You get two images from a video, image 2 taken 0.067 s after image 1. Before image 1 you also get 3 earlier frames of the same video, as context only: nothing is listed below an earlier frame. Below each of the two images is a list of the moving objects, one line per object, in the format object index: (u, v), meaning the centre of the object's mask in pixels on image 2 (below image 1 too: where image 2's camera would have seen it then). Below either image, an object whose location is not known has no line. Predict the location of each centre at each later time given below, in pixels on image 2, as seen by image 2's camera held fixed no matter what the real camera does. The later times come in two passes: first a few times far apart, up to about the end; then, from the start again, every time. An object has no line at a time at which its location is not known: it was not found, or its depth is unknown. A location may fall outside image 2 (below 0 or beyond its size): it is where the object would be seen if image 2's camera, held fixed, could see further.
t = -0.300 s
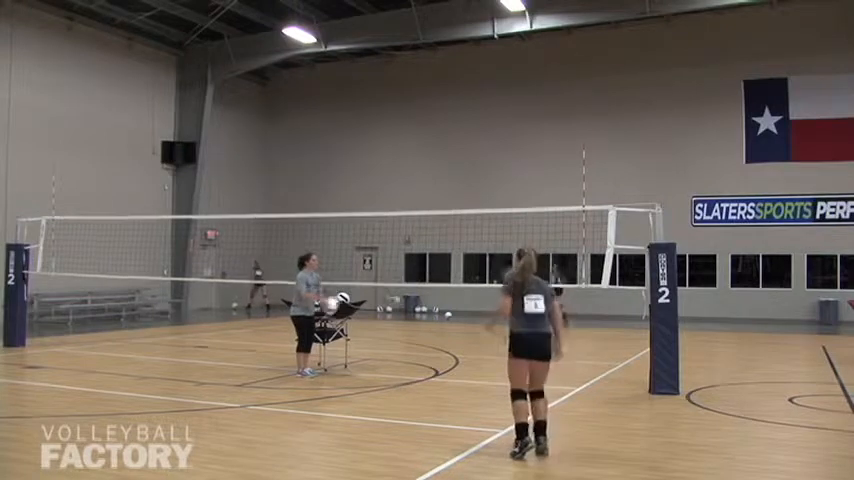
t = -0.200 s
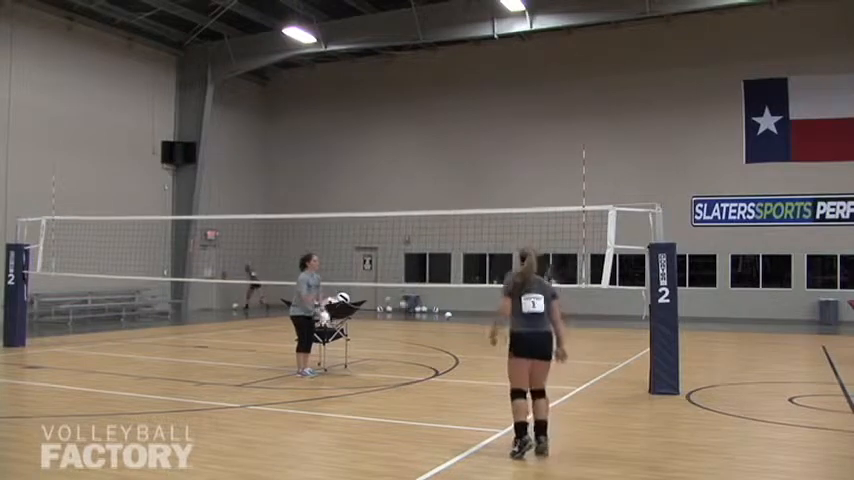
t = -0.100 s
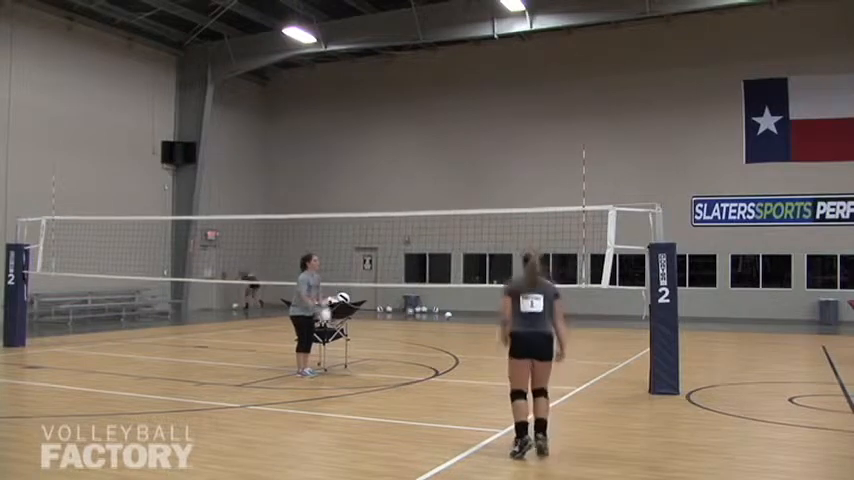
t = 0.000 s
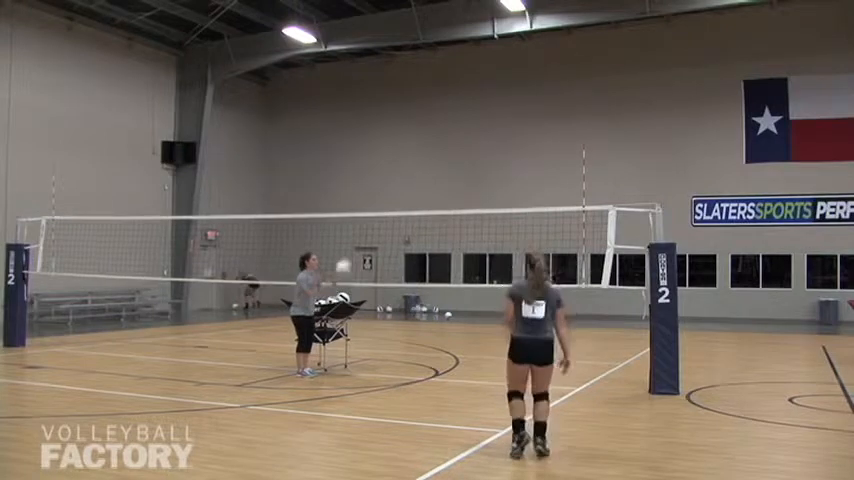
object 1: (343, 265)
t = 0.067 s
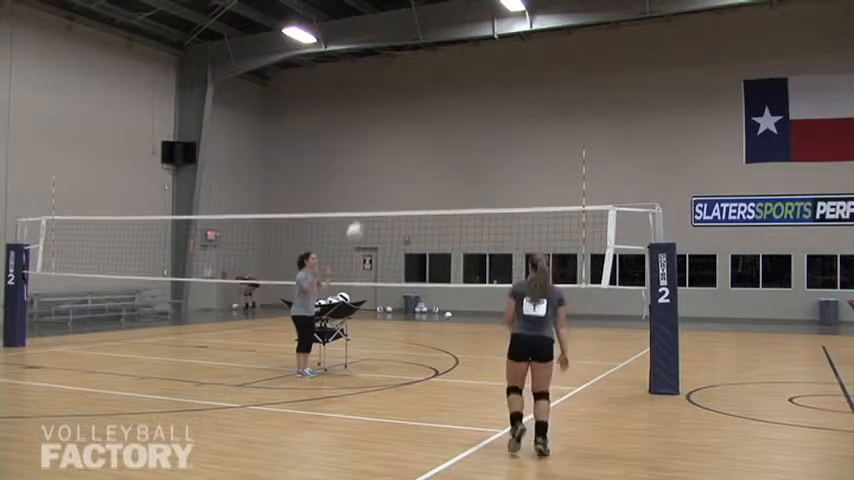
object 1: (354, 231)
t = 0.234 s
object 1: (385, 152)
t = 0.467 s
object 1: (422, 78)
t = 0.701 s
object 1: (462, 44)
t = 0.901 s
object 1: (498, 46)
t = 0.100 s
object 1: (360, 213)
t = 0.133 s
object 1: (366, 196)
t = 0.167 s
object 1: (372, 180)
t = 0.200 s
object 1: (376, 165)
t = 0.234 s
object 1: (385, 152)
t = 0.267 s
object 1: (389, 139)
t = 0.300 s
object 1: (394, 128)
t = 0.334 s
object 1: (400, 116)
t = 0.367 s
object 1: (405, 105)
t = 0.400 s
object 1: (411, 95)
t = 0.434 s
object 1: (417, 86)
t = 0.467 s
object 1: (422, 78)
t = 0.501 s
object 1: (428, 71)
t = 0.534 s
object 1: (434, 65)
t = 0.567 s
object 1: (440, 59)
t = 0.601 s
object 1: (445, 54)
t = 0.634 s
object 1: (451, 49)
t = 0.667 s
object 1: (457, 46)
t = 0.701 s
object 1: (462, 44)
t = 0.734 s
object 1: (468, 42)
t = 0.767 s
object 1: (474, 42)
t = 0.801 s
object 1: (480, 42)
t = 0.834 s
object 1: (486, 42)
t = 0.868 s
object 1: (491, 44)
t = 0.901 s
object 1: (498, 46)
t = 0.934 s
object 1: (503, 50)
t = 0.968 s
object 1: (509, 55)
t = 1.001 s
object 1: (516, 60)
